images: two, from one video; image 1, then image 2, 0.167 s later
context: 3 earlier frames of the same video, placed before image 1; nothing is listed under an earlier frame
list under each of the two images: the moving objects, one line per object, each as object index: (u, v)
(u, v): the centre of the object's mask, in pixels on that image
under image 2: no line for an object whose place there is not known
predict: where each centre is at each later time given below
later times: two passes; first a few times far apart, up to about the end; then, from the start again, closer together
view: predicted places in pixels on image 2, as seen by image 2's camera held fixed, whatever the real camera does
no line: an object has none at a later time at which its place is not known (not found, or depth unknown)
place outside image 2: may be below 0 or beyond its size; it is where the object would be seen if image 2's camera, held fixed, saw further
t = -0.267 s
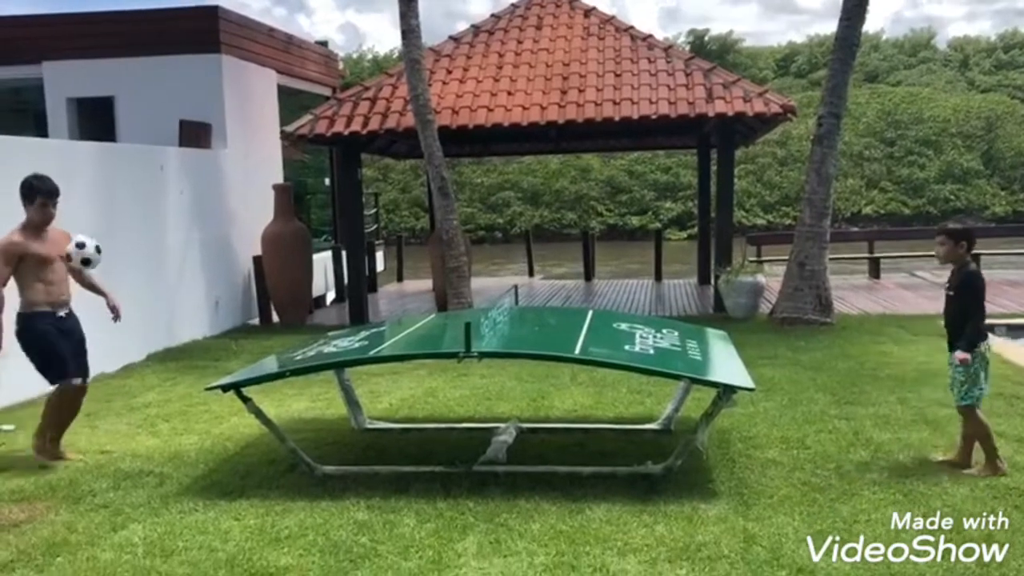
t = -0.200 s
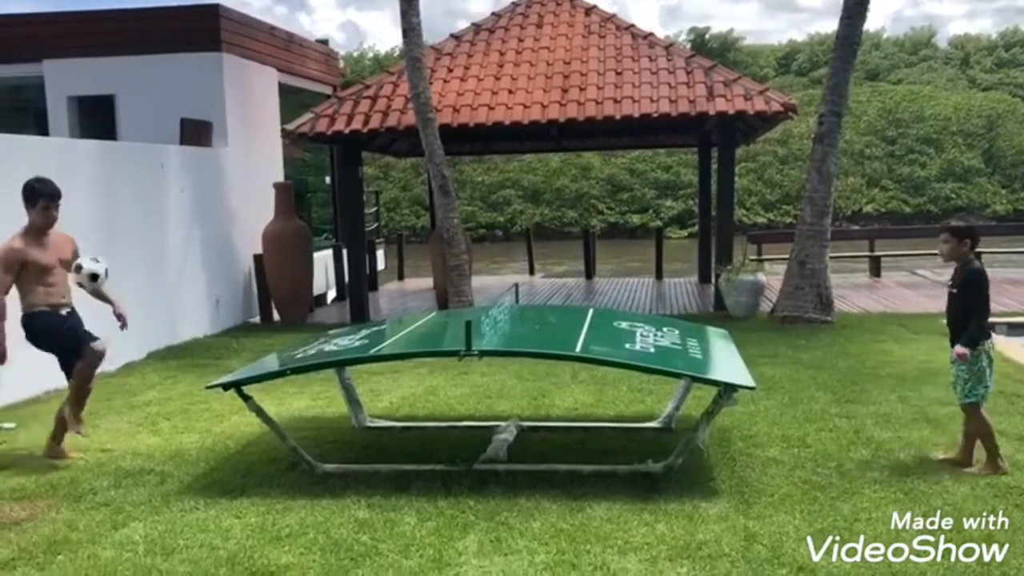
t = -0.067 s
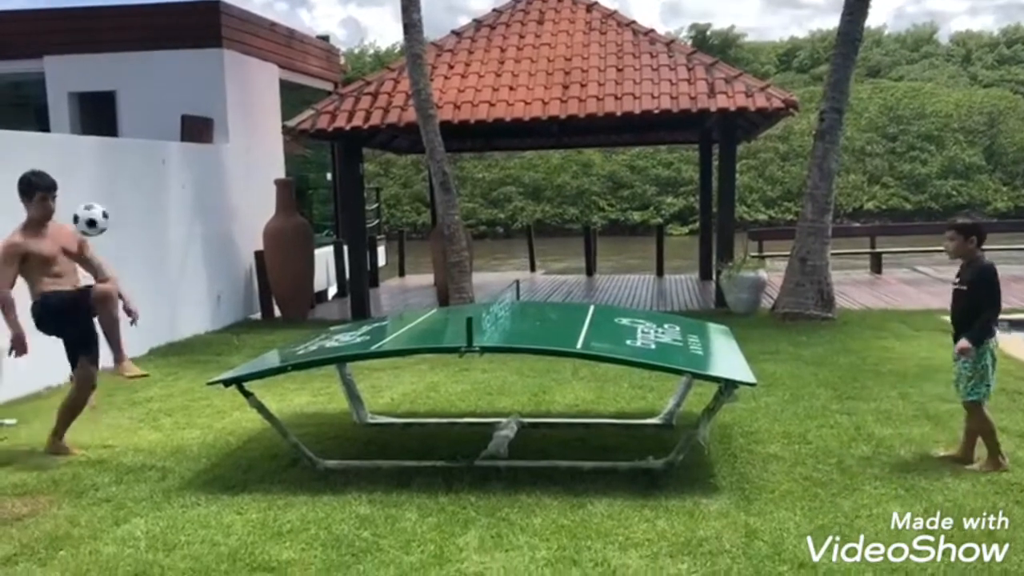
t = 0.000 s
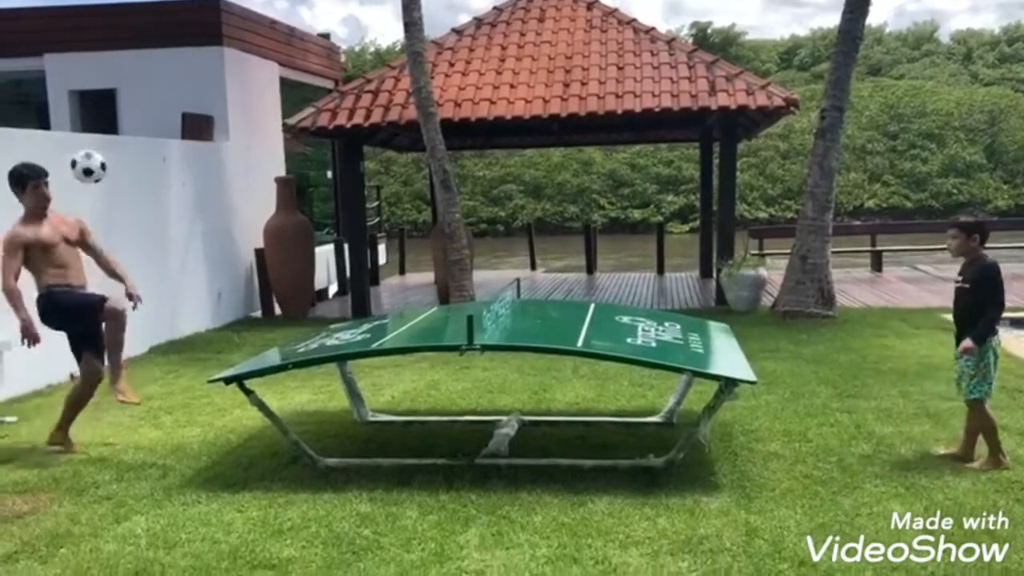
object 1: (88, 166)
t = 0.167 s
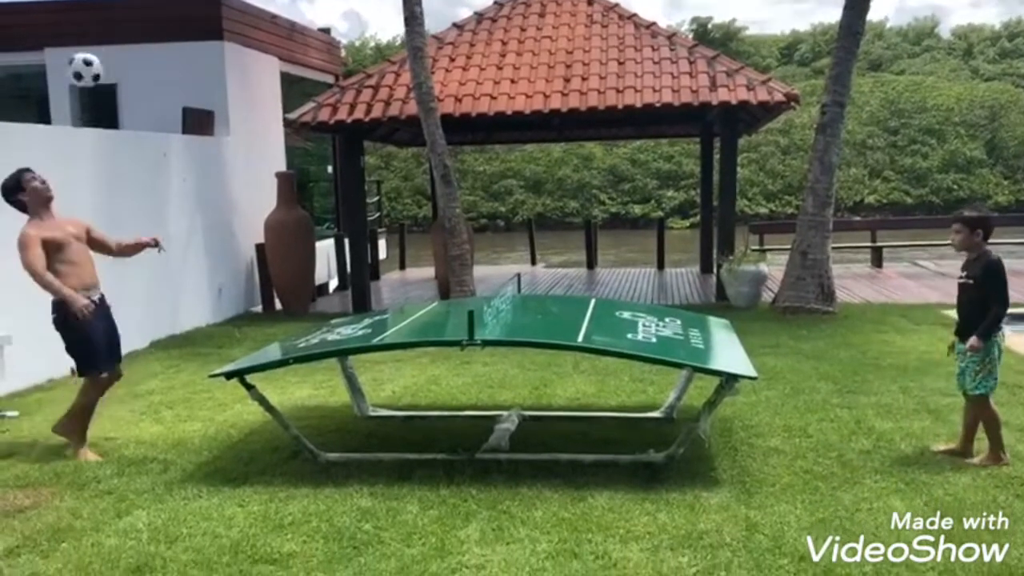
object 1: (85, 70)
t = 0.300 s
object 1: (83, 31)
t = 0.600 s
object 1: (90, 62)
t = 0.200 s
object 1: (85, 56)
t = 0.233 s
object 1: (84, 45)
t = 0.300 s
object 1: (83, 31)
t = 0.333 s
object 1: (84, 27)
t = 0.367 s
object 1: (84, 25)
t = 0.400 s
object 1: (84, 25)
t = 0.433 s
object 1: (85, 26)
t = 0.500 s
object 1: (87, 34)
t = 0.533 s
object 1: (88, 42)
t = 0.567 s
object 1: (90, 51)
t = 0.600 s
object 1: (90, 62)
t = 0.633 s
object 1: (93, 76)
